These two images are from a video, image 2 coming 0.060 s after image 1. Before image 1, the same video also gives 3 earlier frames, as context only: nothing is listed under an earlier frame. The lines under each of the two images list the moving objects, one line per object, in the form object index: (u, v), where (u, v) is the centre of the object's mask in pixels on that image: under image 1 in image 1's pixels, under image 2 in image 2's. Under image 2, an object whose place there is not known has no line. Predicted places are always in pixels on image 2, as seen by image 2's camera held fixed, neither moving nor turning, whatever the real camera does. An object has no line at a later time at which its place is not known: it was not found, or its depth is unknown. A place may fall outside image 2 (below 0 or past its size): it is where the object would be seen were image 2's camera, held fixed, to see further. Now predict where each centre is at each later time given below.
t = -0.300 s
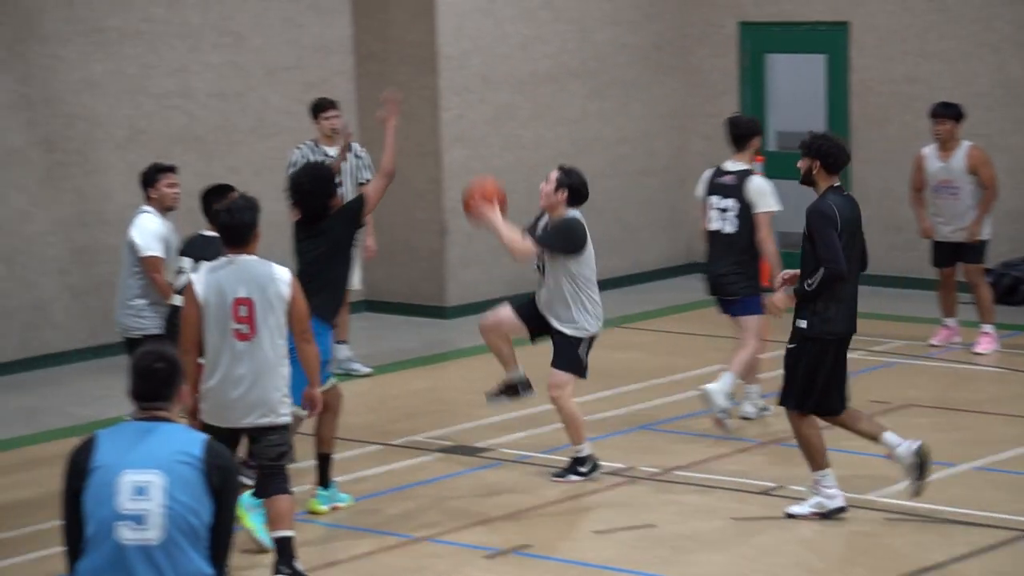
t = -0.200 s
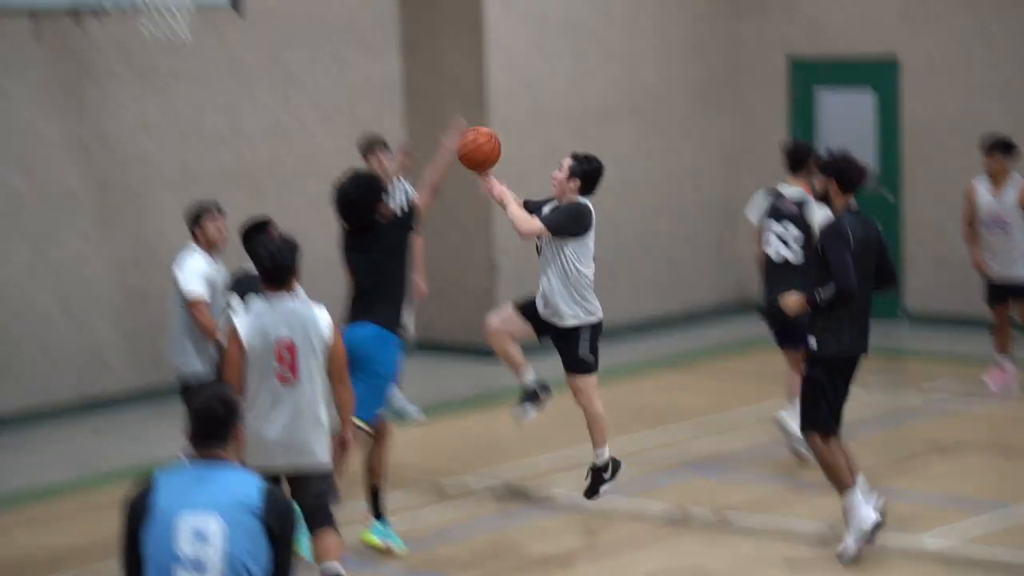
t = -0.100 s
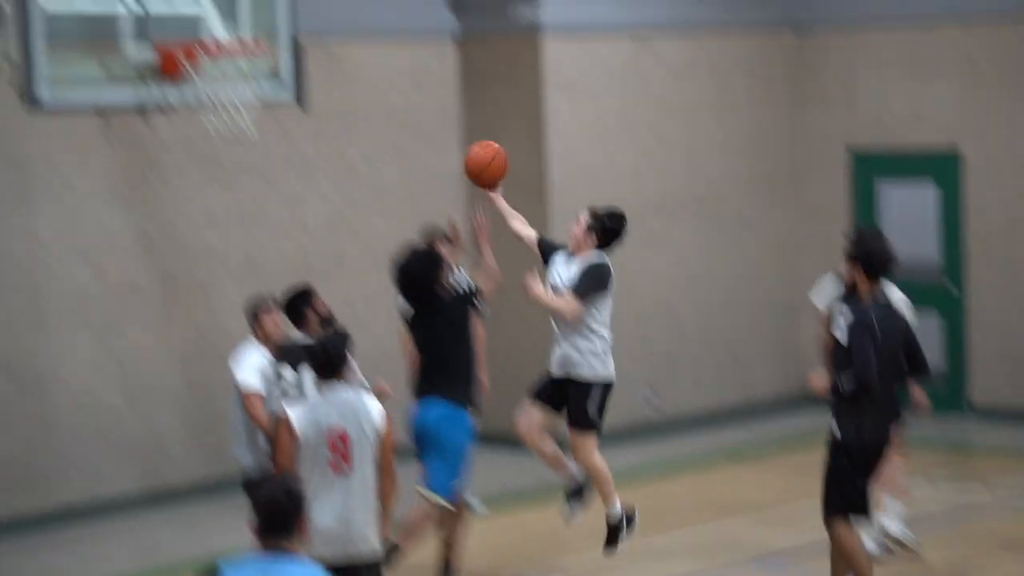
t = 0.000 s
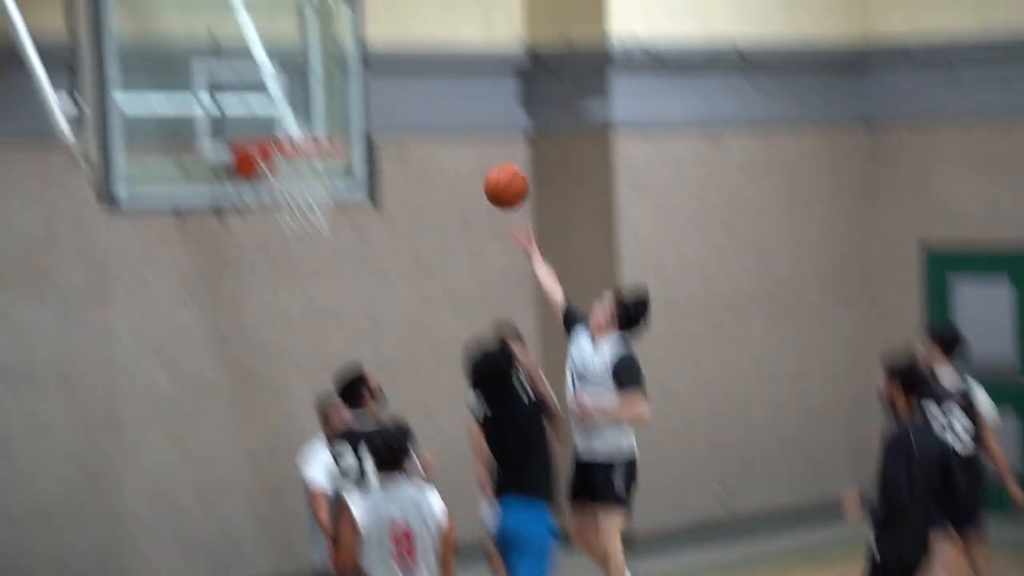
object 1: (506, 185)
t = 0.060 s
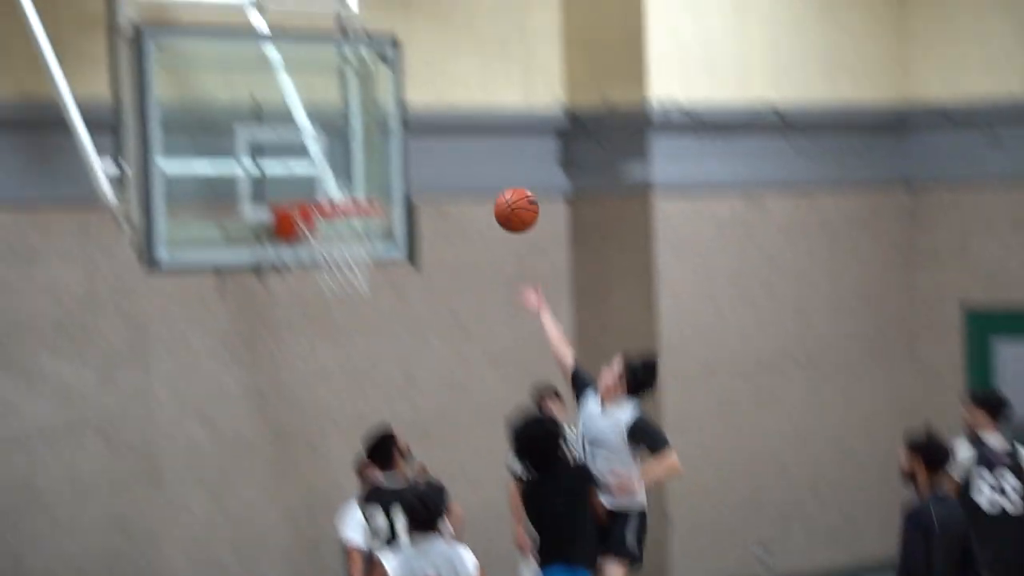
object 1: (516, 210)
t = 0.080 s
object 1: (507, 199)
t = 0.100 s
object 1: (497, 188)
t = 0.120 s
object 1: (488, 179)
